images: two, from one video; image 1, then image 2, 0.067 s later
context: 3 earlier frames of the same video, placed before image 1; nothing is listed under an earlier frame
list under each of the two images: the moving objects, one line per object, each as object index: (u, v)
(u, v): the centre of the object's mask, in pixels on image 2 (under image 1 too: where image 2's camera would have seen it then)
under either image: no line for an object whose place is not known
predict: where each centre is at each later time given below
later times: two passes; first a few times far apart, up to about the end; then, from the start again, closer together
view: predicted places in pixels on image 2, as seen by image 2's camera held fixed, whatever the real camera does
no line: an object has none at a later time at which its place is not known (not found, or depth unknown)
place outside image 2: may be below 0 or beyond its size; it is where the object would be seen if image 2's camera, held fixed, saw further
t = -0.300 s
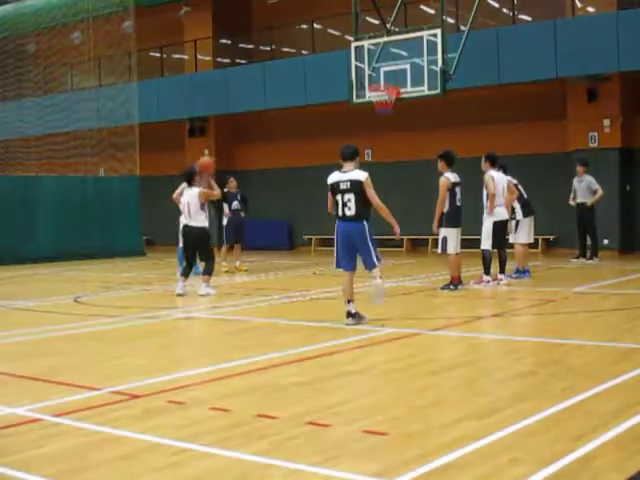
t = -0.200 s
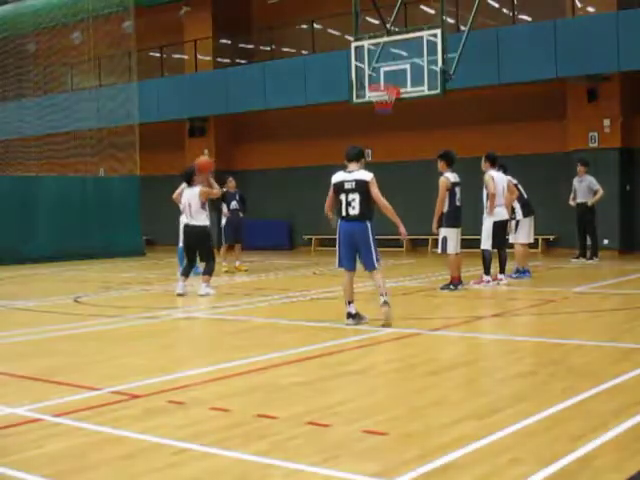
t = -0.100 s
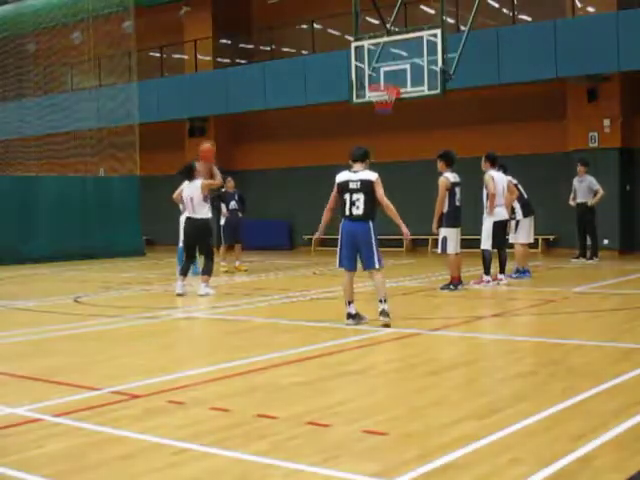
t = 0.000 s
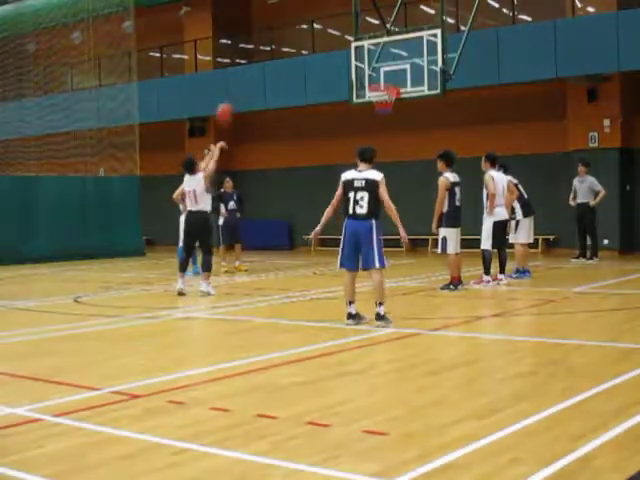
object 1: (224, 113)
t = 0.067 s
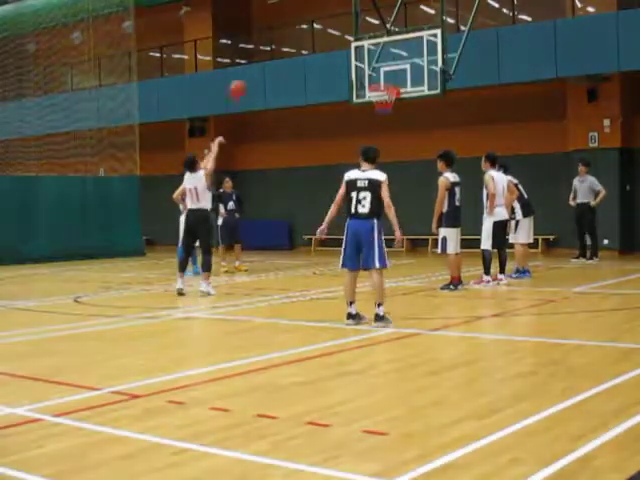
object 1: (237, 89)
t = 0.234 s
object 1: (267, 46)
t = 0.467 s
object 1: (308, 21)
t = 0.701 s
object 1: (345, 30)
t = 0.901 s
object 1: (374, 64)
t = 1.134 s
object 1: (393, 116)
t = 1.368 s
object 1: (397, 173)
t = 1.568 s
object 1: (403, 245)
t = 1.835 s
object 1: (390, 207)
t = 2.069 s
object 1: (375, 177)
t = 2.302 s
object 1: (361, 177)
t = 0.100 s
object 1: (244, 78)
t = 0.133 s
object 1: (248, 70)
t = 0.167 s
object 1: (256, 59)
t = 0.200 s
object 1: (262, 53)
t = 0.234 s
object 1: (267, 46)
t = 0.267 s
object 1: (274, 40)
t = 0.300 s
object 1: (279, 35)
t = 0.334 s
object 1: (285, 29)
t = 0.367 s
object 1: (291, 25)
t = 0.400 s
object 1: (296, 24)
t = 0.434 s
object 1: (303, 22)
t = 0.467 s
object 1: (308, 21)
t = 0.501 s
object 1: (313, 20)
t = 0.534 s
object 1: (318, 21)
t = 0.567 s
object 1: (324, 21)
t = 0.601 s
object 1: (329, 23)
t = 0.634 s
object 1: (334, 25)
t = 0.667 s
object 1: (340, 27)
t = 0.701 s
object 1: (345, 30)
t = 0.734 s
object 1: (349, 35)
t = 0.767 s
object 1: (355, 40)
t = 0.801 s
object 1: (360, 45)
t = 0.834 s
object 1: (364, 51)
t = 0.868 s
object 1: (370, 57)
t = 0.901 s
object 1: (374, 64)
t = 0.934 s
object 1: (377, 72)
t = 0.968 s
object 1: (385, 81)
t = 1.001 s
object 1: (390, 89)
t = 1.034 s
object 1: (394, 94)
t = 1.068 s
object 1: (393, 95)
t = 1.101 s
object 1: (392, 110)
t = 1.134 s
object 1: (393, 116)
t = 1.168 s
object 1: (393, 122)
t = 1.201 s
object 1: (393, 127)
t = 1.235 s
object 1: (393, 135)
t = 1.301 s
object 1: (395, 152)
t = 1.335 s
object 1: (396, 164)
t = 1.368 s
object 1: (397, 173)
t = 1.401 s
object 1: (398, 183)
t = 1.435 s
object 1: (398, 194)
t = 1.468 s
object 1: (400, 206)
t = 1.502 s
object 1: (401, 217)
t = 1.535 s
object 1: (402, 230)
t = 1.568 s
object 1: (403, 245)
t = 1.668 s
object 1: (402, 245)
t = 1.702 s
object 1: (397, 237)
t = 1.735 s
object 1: (395, 228)
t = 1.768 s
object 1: (393, 220)
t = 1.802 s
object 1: (391, 213)
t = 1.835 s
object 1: (390, 207)
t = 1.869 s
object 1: (387, 201)
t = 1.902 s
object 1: (385, 194)
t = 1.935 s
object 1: (383, 190)
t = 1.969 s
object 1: (381, 186)
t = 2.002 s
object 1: (379, 183)
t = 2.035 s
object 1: (377, 179)
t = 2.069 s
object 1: (375, 177)
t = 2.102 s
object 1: (373, 175)
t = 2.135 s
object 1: (371, 174)
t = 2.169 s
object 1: (369, 174)
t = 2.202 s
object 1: (367, 174)
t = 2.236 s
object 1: (365, 174)
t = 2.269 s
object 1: (363, 175)
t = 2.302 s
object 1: (361, 177)
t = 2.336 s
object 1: (359, 179)
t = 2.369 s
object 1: (357, 182)
